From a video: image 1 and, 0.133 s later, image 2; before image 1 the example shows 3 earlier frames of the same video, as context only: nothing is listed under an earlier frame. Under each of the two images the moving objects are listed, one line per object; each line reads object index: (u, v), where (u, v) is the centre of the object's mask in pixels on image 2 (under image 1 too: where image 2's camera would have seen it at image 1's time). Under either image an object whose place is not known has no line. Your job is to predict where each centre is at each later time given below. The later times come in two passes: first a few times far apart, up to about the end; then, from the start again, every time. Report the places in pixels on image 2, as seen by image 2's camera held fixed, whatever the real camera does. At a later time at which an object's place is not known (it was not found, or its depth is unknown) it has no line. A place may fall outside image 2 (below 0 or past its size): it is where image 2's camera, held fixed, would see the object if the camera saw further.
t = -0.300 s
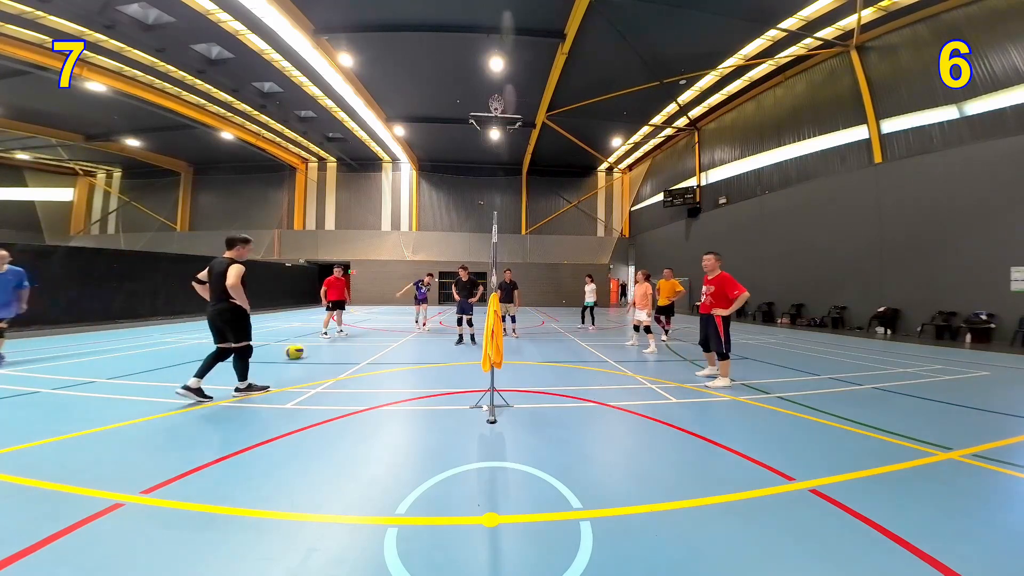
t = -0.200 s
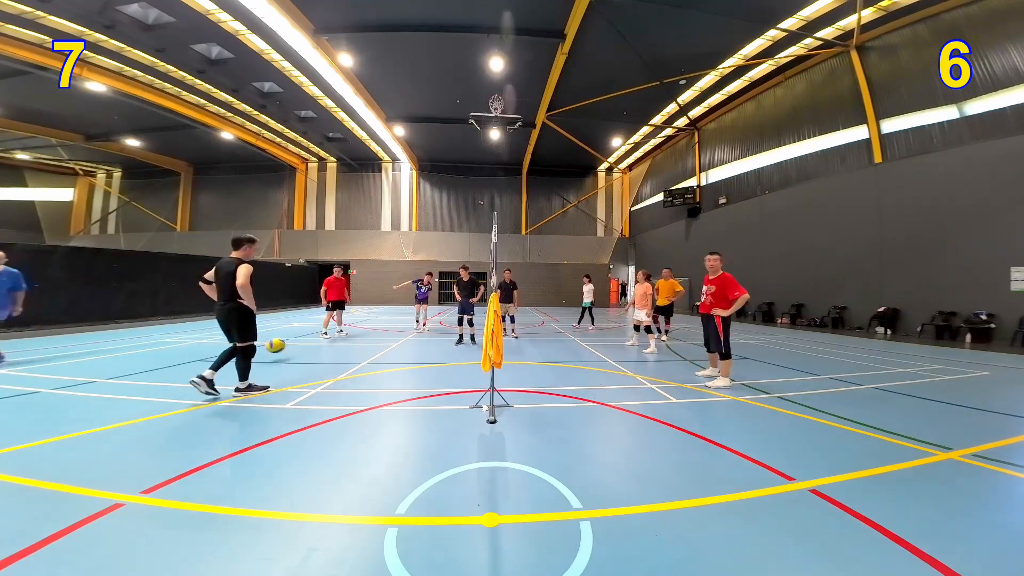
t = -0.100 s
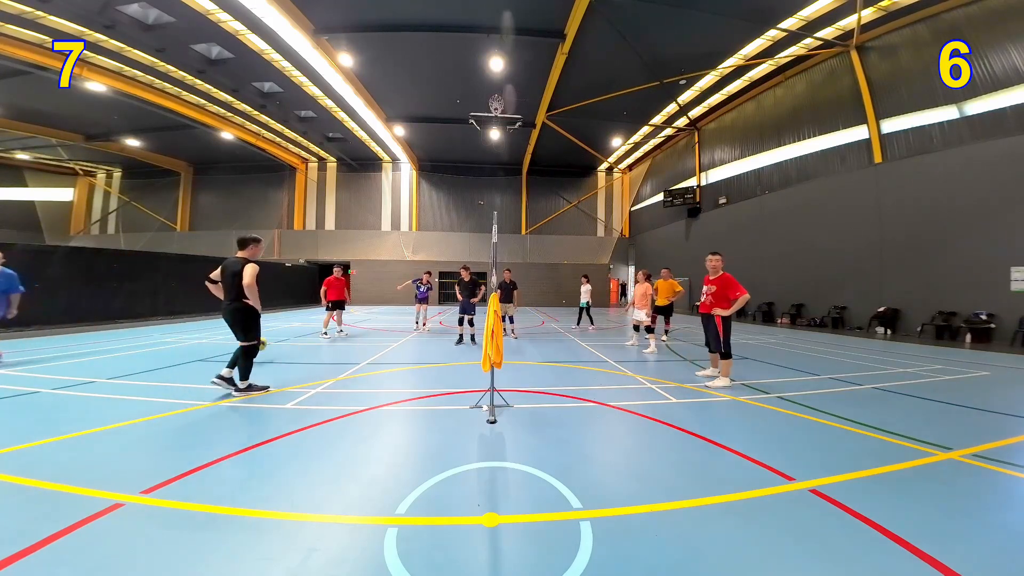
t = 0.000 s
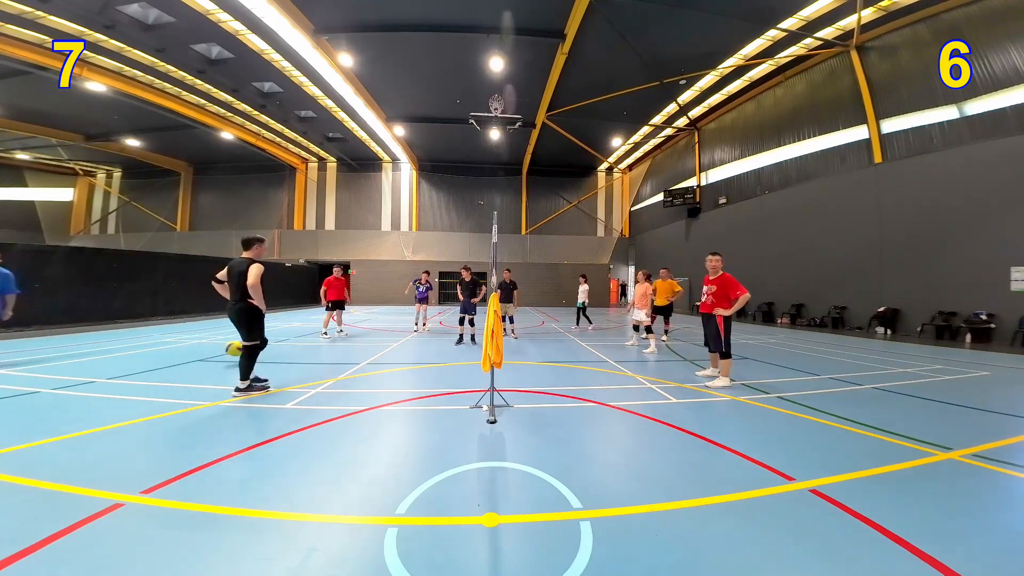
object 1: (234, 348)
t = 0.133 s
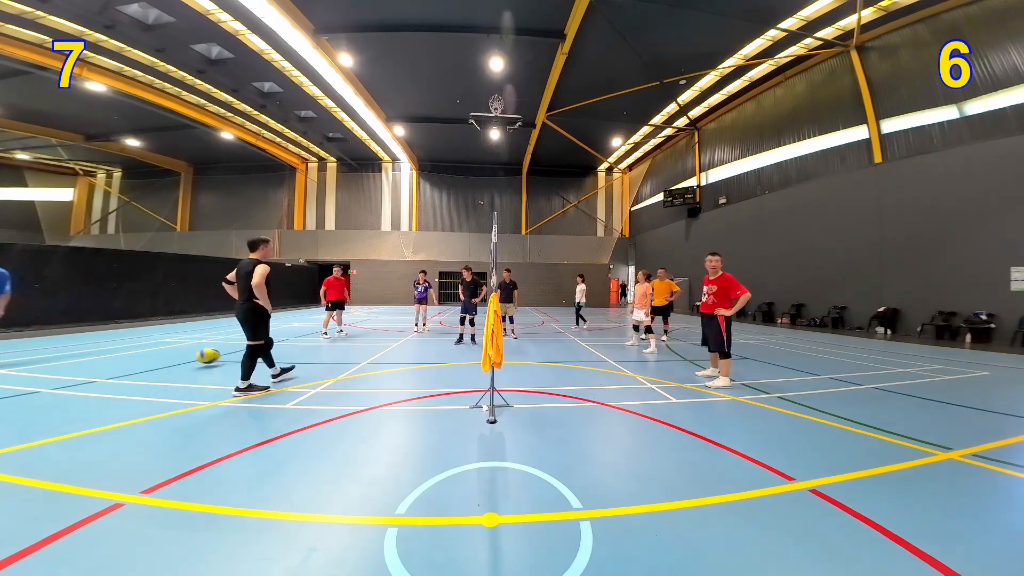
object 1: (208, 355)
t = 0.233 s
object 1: (186, 351)
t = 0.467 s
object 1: (131, 363)
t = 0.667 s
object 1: (83, 357)
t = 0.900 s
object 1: (26, 361)
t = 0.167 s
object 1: (201, 353)
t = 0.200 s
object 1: (193, 352)
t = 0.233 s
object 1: (186, 351)
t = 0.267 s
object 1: (178, 351)
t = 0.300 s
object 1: (170, 351)
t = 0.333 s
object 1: (162, 352)
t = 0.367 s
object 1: (154, 355)
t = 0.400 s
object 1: (147, 358)
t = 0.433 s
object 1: (139, 361)
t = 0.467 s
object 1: (131, 363)
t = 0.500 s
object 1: (123, 360)
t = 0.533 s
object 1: (116, 358)
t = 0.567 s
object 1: (107, 357)
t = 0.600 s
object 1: (99, 356)
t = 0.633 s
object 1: (91, 356)
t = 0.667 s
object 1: (83, 357)
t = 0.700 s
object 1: (75, 359)
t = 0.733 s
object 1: (66, 361)
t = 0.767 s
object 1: (58, 364)
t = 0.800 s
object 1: (51, 368)
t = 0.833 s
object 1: (43, 365)
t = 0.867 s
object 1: (35, 363)
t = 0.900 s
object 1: (26, 361)
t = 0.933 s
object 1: (19, 360)
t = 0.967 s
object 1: (13, 360)
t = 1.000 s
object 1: (9, 361)
